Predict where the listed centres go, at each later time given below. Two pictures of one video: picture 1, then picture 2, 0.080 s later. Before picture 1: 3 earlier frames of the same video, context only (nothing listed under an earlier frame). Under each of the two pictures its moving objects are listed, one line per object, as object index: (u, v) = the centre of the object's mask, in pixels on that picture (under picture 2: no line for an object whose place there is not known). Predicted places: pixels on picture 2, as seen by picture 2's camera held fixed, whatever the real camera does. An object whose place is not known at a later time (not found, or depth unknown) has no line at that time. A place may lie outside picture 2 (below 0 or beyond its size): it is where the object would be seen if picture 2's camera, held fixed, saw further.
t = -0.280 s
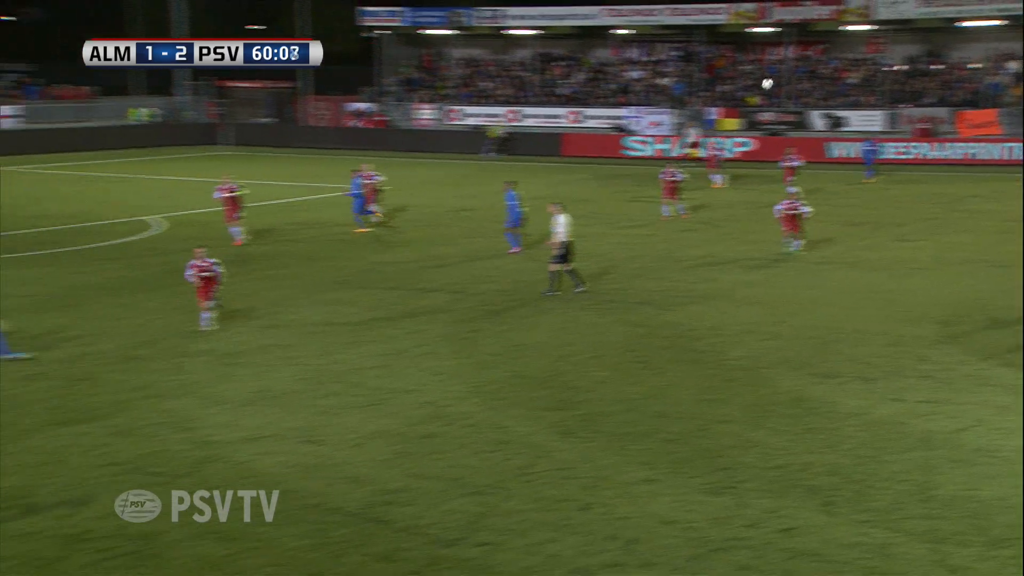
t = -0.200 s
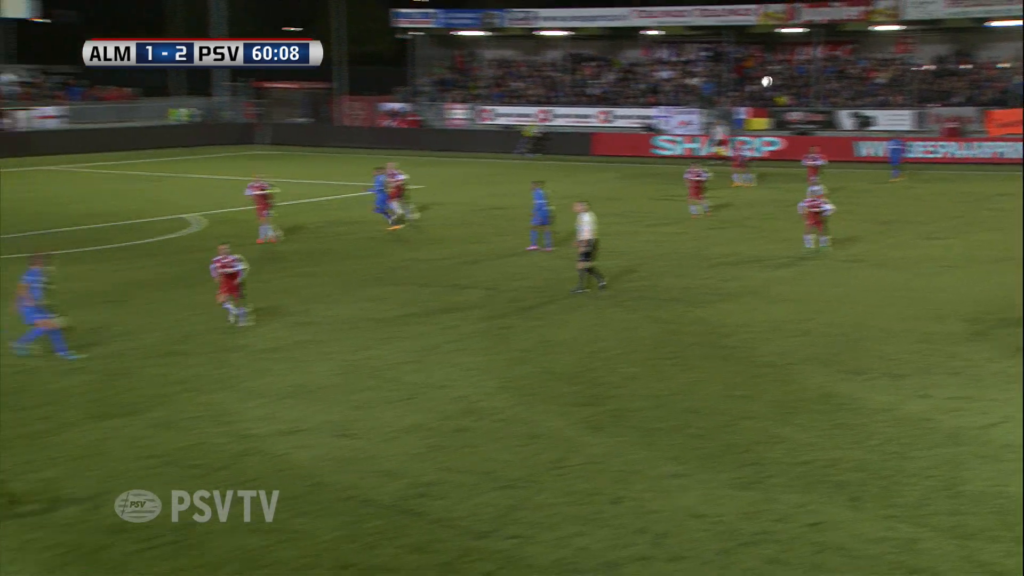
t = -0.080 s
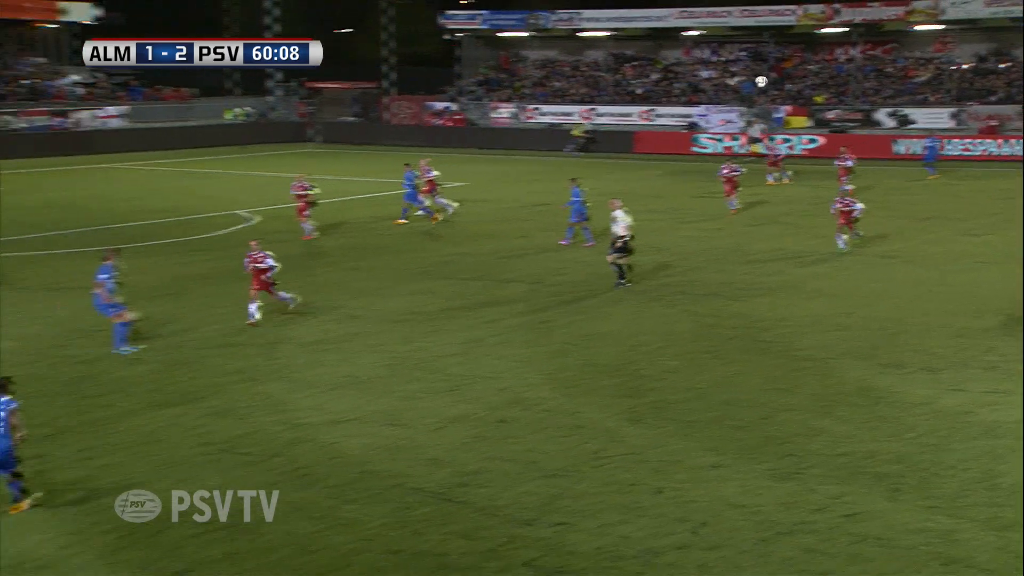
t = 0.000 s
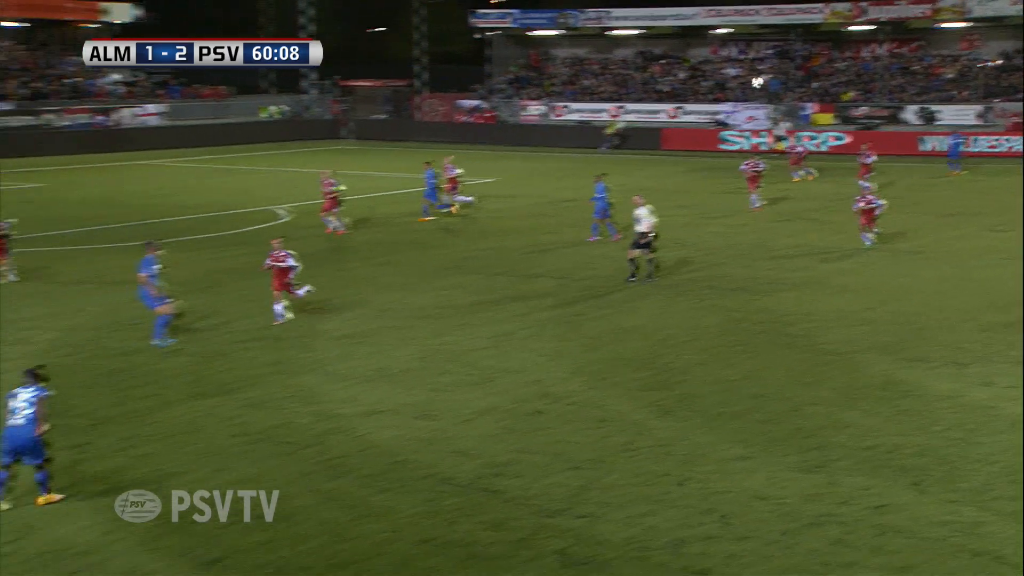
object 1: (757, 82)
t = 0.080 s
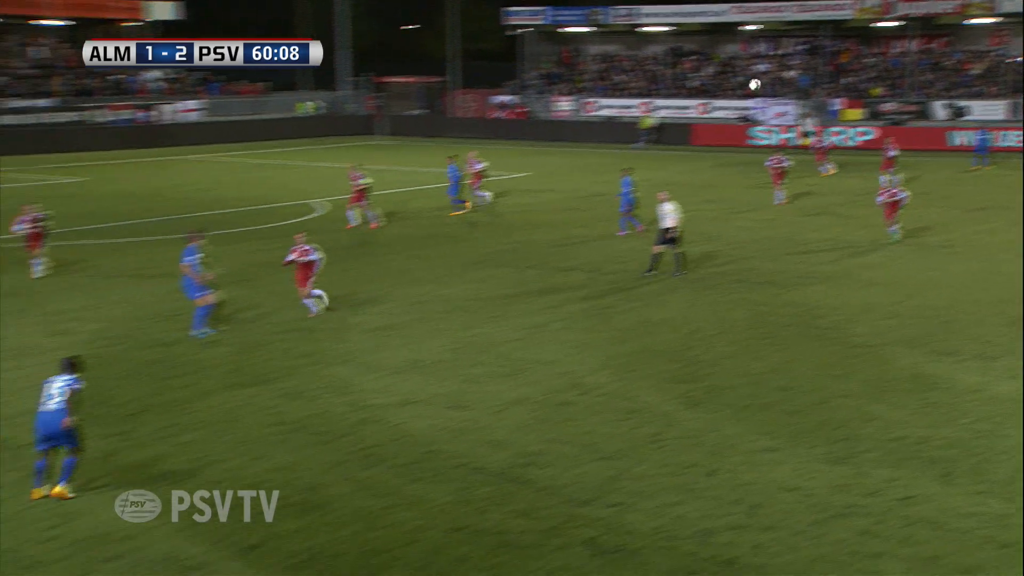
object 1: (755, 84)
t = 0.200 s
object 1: (713, 98)
